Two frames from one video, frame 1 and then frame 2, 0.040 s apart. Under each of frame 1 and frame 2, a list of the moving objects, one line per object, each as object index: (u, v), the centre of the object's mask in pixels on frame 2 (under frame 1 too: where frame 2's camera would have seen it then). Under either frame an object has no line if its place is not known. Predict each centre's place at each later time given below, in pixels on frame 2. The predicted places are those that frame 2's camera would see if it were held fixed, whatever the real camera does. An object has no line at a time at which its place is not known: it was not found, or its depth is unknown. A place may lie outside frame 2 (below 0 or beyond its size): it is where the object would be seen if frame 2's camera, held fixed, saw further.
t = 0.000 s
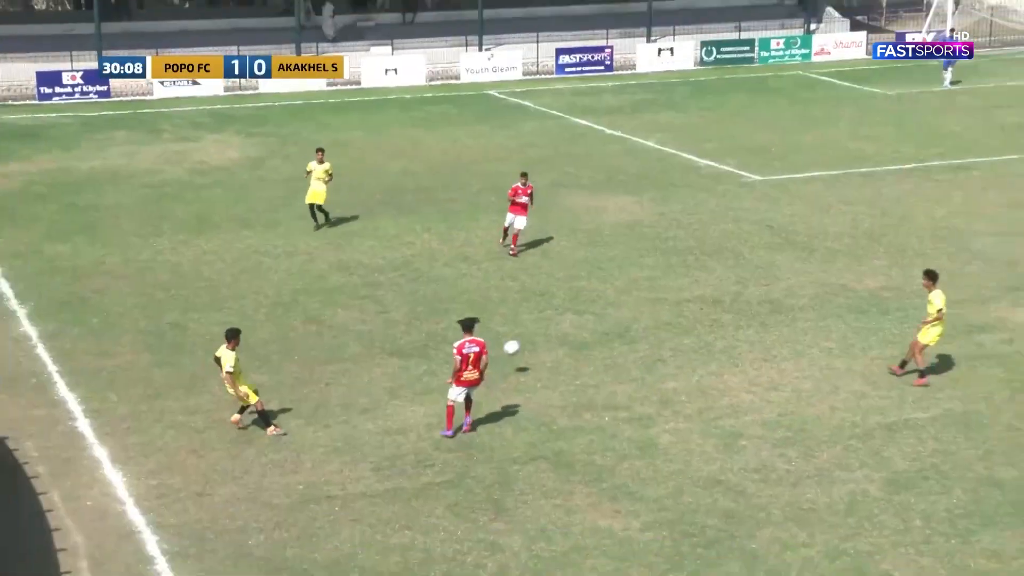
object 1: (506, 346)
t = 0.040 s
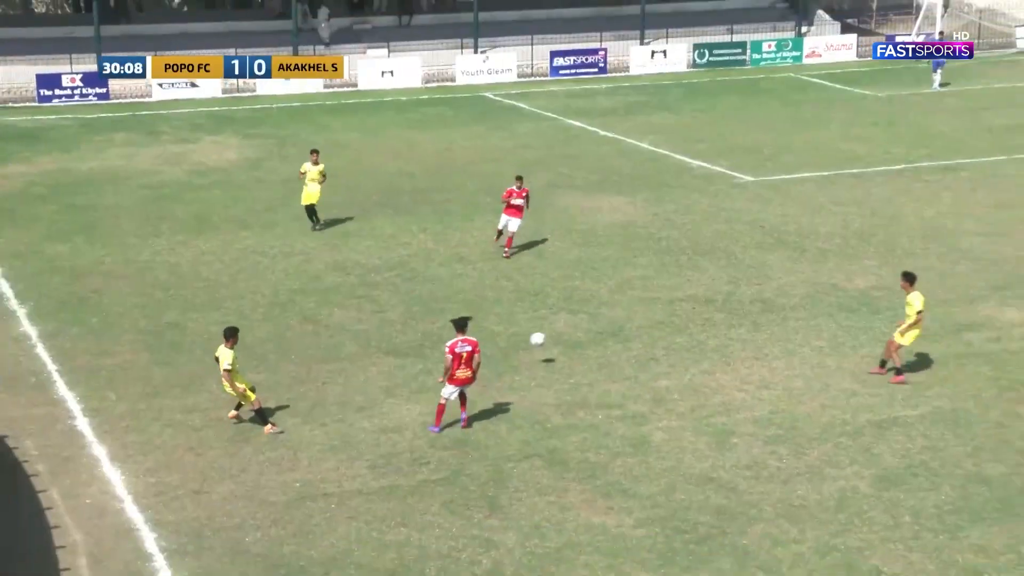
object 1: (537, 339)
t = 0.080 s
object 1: (567, 332)
